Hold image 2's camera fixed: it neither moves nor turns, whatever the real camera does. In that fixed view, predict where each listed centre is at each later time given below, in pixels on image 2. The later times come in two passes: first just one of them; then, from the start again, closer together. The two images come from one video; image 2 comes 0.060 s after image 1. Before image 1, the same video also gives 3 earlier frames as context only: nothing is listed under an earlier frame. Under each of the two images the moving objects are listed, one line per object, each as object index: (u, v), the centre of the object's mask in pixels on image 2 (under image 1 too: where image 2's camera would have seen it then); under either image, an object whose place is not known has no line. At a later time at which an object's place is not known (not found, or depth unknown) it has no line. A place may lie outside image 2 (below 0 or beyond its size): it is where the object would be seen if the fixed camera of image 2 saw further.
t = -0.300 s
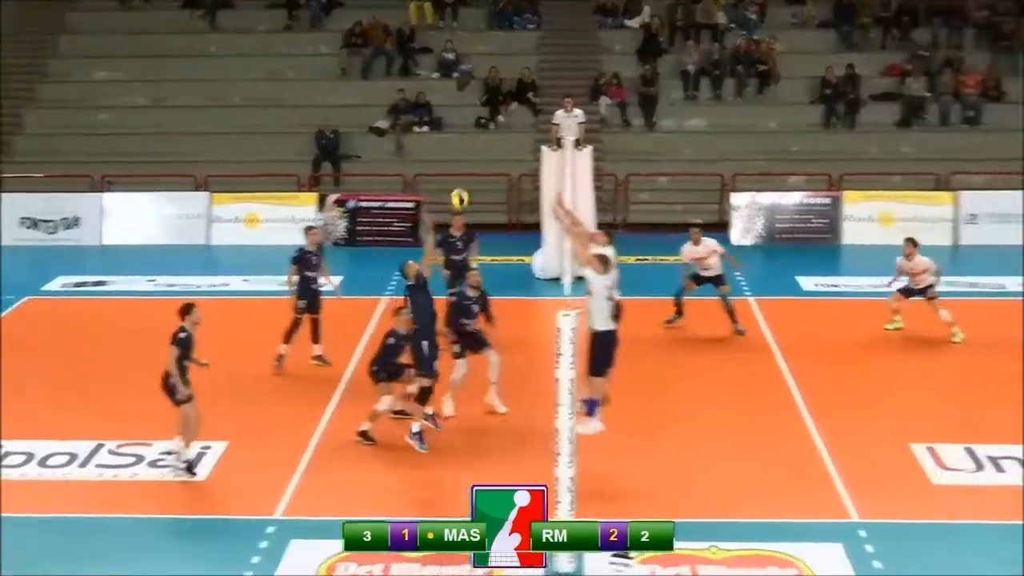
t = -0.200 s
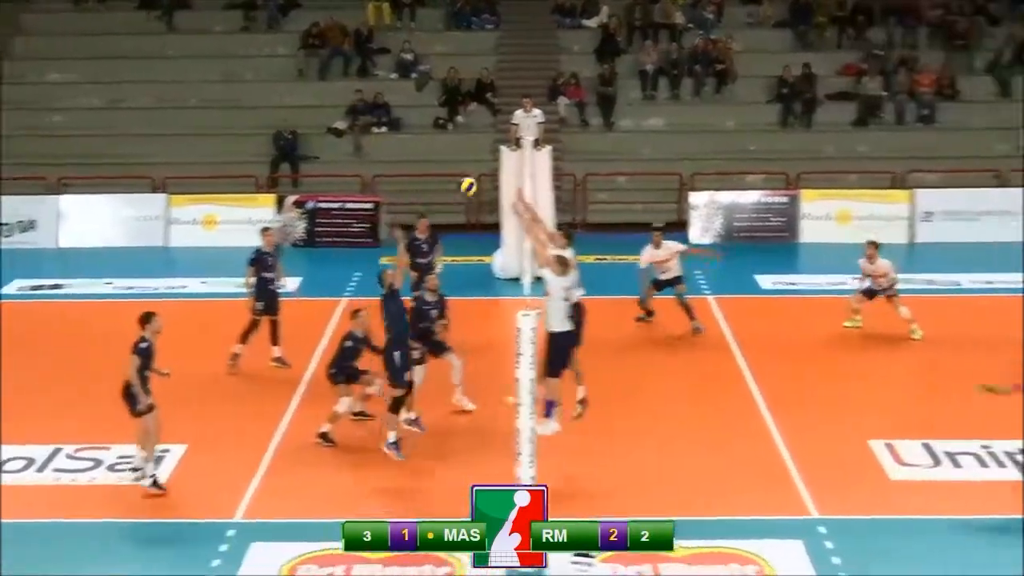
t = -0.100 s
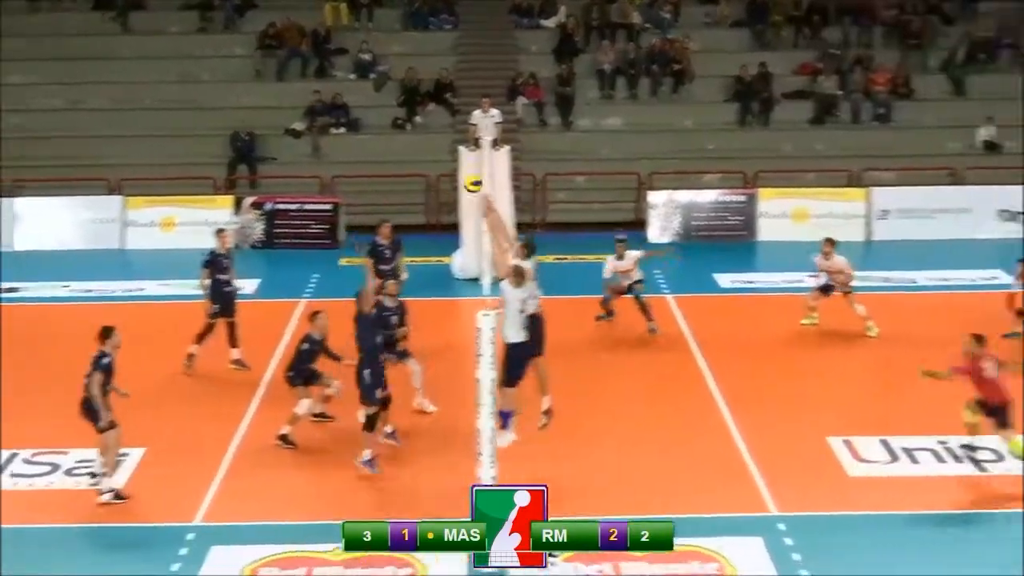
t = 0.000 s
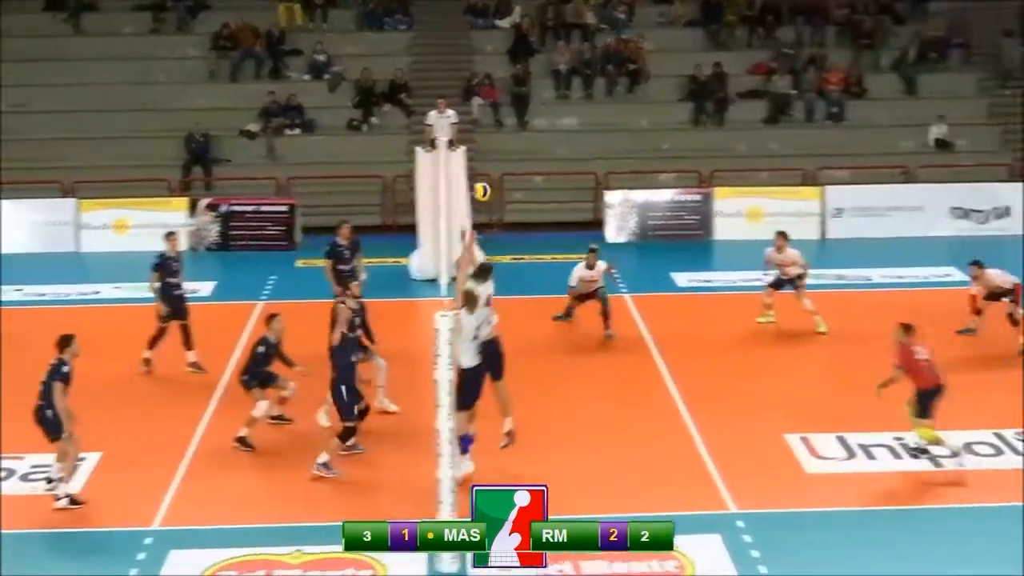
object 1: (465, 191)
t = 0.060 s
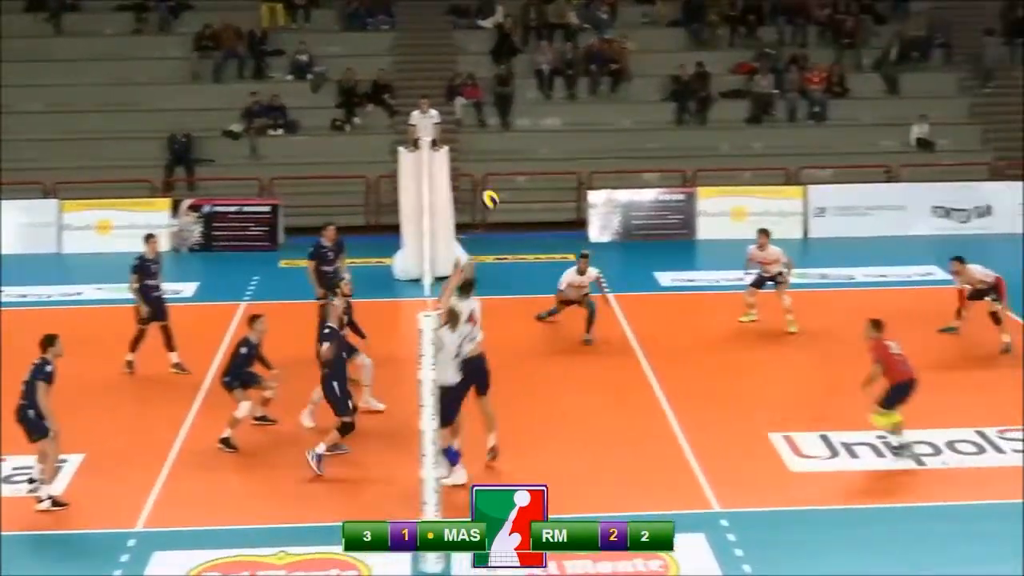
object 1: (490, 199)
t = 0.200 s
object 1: (543, 228)
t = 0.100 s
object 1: (506, 207)
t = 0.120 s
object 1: (513, 211)
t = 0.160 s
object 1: (528, 220)
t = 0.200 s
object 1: (543, 228)
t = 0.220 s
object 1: (551, 234)
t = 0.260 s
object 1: (565, 246)
